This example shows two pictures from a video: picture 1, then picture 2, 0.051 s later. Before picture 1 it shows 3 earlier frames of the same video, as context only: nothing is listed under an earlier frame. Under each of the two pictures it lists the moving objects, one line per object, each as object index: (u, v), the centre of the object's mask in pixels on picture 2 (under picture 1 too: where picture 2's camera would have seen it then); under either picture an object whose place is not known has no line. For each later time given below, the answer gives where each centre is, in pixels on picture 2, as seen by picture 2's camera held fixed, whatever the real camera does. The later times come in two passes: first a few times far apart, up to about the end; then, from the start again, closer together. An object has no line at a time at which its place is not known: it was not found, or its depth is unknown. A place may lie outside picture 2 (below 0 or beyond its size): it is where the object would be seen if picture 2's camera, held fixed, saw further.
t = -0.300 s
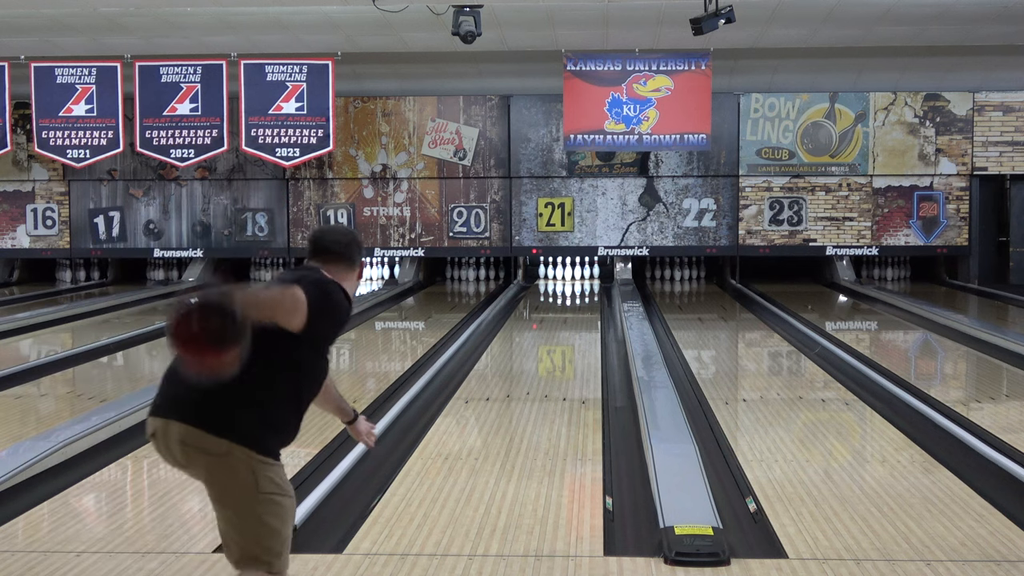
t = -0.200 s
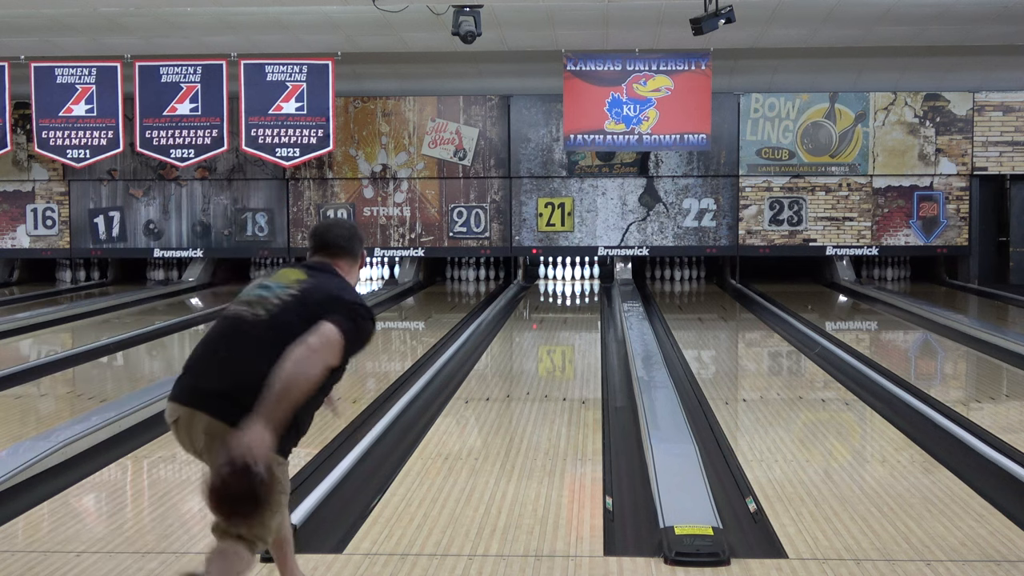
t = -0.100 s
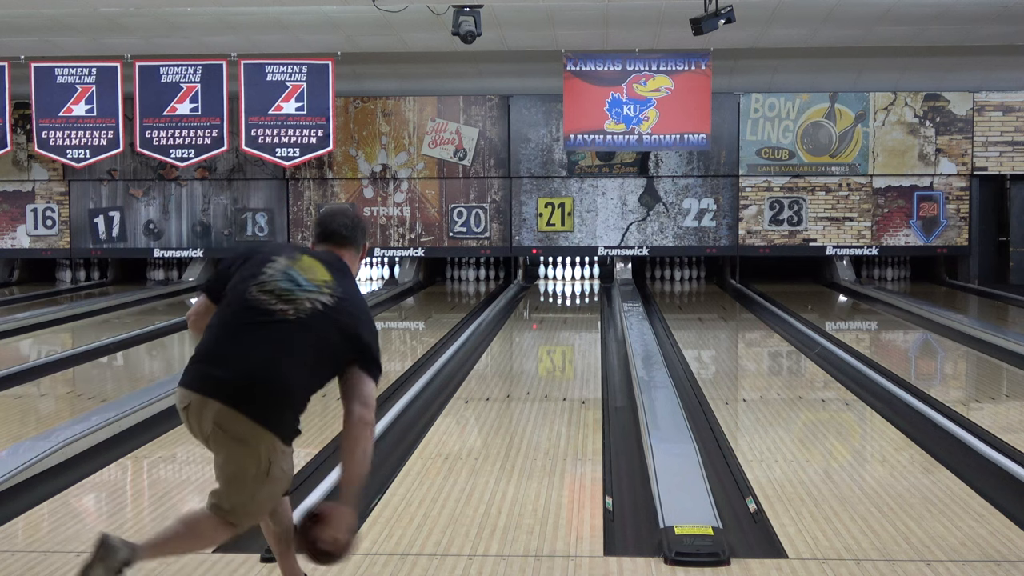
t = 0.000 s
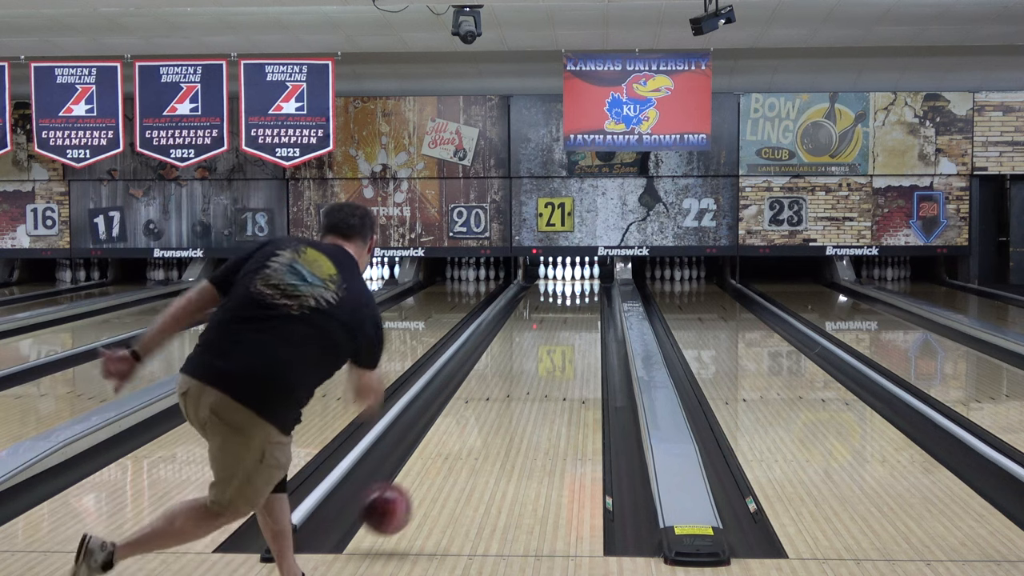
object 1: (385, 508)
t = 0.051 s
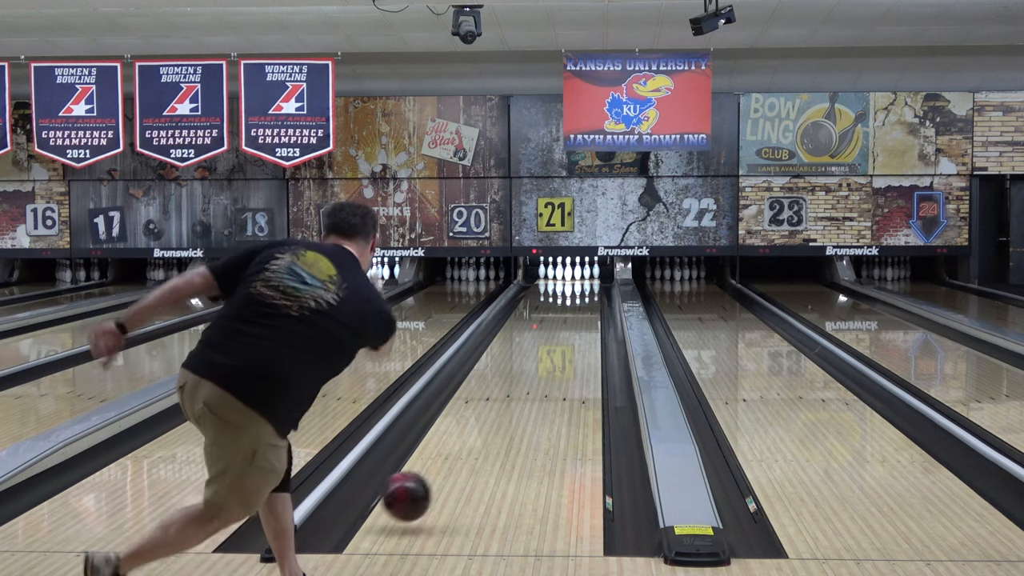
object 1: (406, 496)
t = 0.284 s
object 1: (474, 434)
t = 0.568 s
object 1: (522, 381)
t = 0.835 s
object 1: (550, 348)
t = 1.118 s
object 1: (570, 324)
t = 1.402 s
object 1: (583, 307)
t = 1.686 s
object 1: (590, 294)
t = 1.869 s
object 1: (590, 287)
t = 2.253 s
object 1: (577, 276)
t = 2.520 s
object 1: (576, 272)
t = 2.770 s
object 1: (579, 275)
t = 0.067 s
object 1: (412, 494)
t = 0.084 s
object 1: (418, 492)
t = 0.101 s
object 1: (424, 489)
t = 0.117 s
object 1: (429, 482)
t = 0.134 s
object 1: (435, 476)
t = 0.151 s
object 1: (440, 470)
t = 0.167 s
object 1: (445, 465)
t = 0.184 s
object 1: (449, 461)
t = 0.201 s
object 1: (454, 457)
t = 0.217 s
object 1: (458, 452)
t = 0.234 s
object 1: (462, 447)
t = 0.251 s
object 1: (467, 442)
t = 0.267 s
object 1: (471, 438)
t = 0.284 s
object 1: (474, 434)
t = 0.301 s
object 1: (478, 430)
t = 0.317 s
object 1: (481, 426)
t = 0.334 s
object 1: (485, 422)
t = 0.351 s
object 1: (487, 419)
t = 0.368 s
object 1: (491, 415)
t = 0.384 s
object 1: (494, 412)
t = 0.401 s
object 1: (497, 408)
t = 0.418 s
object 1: (500, 405)
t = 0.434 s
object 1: (502, 402)
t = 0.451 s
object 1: (505, 399)
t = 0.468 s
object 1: (508, 396)
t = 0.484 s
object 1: (511, 393)
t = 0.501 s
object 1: (513, 391)
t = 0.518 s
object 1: (515, 388)
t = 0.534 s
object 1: (518, 385)
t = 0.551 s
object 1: (520, 383)
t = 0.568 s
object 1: (522, 381)
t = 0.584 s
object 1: (524, 378)
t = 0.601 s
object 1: (526, 376)
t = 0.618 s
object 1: (528, 373)
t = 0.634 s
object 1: (530, 371)
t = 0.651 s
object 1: (532, 369)
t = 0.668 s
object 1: (534, 367)
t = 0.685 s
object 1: (536, 365)
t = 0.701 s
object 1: (538, 363)
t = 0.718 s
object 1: (539, 361)
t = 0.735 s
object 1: (541, 359)
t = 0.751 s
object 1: (543, 357)
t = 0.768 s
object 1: (544, 355)
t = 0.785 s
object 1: (546, 354)
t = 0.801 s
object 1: (547, 352)
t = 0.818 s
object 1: (549, 350)
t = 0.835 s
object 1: (550, 348)
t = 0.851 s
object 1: (552, 347)
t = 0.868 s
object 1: (553, 345)
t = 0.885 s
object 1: (554, 344)
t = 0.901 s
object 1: (555, 342)
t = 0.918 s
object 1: (556, 341)
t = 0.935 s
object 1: (558, 339)
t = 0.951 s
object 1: (560, 337)
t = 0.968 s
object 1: (561, 336)
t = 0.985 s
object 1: (561, 335)
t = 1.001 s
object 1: (563, 333)
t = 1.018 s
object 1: (564, 332)
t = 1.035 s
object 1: (565, 331)
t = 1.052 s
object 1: (566, 329)
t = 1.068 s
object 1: (567, 328)
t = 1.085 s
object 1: (568, 327)
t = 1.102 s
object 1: (569, 326)
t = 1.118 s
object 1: (570, 324)
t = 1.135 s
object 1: (571, 323)
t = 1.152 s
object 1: (572, 322)
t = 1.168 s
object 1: (572, 321)
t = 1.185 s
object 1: (573, 320)
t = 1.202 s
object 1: (574, 319)
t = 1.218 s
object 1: (575, 318)
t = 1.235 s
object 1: (576, 317)
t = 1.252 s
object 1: (577, 316)
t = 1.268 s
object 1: (578, 314)
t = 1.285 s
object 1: (578, 314)
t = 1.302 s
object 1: (579, 313)
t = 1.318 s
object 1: (580, 312)
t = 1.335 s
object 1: (580, 311)
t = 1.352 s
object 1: (581, 310)
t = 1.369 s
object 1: (581, 309)
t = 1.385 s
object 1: (582, 308)
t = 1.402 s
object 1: (583, 307)
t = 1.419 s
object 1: (583, 306)
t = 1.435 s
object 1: (584, 305)
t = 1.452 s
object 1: (585, 304)
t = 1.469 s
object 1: (585, 304)
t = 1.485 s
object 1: (586, 303)
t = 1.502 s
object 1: (586, 302)
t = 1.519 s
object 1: (586, 301)
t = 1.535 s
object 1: (587, 300)
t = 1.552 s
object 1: (588, 299)
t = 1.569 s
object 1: (588, 299)
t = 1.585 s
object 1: (588, 298)
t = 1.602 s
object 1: (588, 298)
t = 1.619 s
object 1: (589, 297)
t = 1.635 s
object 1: (589, 297)
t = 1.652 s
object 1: (590, 296)
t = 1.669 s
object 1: (590, 294)
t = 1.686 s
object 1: (590, 294)
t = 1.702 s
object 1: (590, 293)
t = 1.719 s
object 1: (591, 293)
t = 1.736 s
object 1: (591, 292)
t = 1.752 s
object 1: (591, 291)
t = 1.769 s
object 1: (591, 291)
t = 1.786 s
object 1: (590, 290)
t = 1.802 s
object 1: (591, 290)
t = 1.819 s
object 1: (590, 289)
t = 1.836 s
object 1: (591, 288)
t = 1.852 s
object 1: (591, 288)
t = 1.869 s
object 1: (590, 287)
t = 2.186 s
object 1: (580, 278)
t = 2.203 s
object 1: (579, 277)
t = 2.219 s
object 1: (578, 277)
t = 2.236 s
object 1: (577, 277)
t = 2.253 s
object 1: (577, 276)
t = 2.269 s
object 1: (576, 276)
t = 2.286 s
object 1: (575, 276)
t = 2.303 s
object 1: (575, 275)
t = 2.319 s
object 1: (574, 275)
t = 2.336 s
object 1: (574, 275)
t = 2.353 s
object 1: (575, 275)
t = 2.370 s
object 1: (575, 275)
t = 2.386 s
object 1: (575, 274)
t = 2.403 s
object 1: (575, 274)
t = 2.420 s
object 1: (574, 274)
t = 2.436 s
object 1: (574, 273)
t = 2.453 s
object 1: (574, 273)
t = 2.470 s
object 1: (574, 273)
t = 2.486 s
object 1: (575, 273)
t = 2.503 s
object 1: (576, 272)
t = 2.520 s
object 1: (576, 272)
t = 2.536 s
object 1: (576, 272)
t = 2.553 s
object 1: (576, 272)
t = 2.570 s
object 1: (576, 272)
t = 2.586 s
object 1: (577, 272)
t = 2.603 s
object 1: (577, 272)
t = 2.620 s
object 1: (577, 271)
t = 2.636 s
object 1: (578, 271)
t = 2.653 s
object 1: (577, 272)
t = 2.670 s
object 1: (577, 272)
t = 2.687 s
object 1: (578, 272)
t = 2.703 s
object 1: (578, 272)
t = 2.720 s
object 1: (579, 274)
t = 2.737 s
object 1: (578, 275)
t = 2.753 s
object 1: (579, 274)
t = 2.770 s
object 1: (579, 275)
